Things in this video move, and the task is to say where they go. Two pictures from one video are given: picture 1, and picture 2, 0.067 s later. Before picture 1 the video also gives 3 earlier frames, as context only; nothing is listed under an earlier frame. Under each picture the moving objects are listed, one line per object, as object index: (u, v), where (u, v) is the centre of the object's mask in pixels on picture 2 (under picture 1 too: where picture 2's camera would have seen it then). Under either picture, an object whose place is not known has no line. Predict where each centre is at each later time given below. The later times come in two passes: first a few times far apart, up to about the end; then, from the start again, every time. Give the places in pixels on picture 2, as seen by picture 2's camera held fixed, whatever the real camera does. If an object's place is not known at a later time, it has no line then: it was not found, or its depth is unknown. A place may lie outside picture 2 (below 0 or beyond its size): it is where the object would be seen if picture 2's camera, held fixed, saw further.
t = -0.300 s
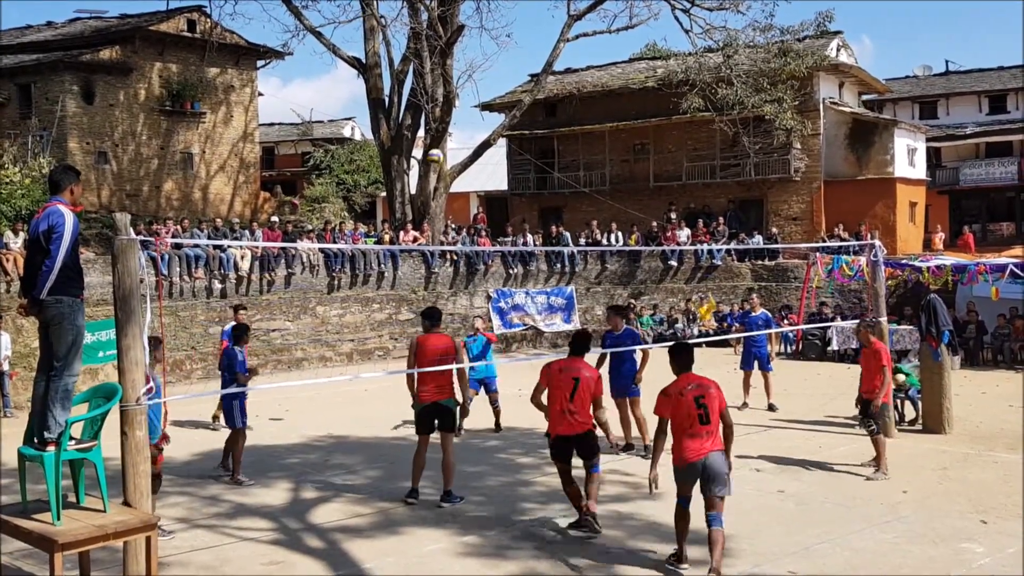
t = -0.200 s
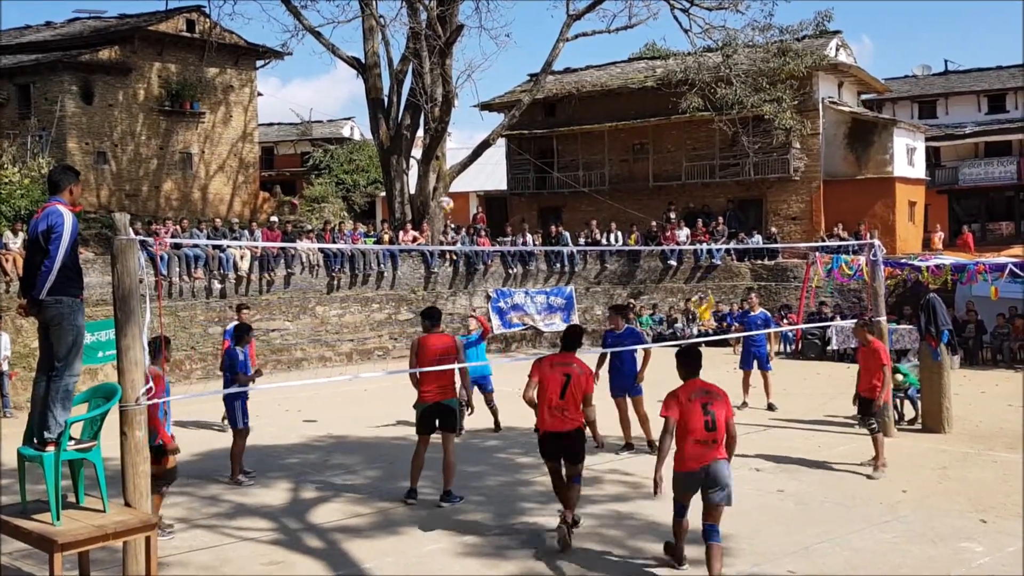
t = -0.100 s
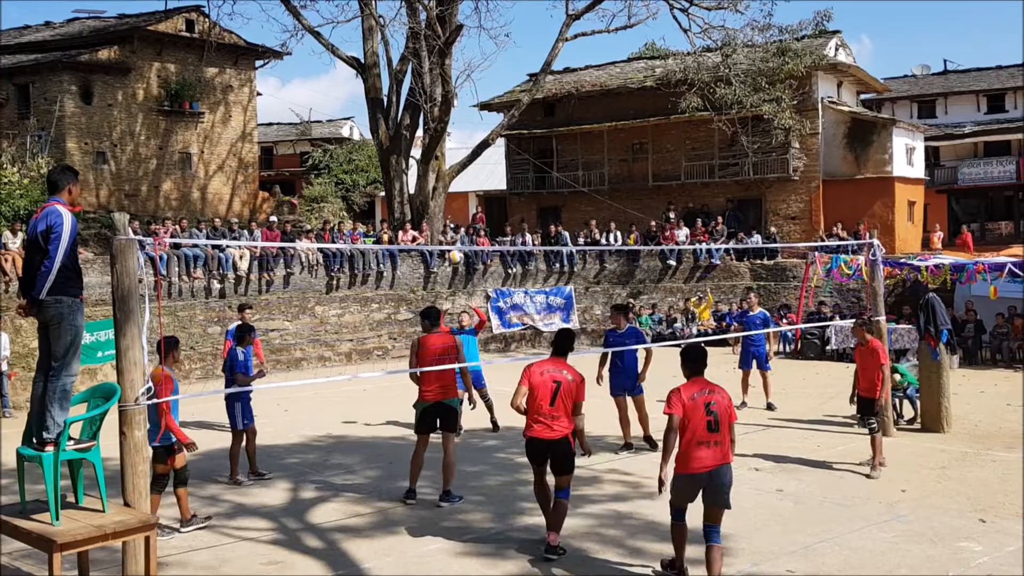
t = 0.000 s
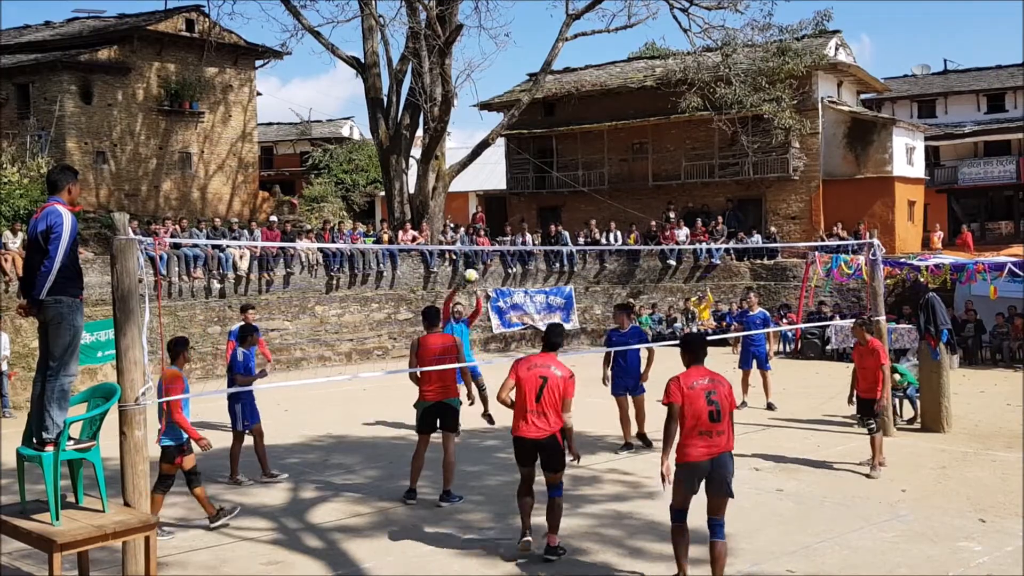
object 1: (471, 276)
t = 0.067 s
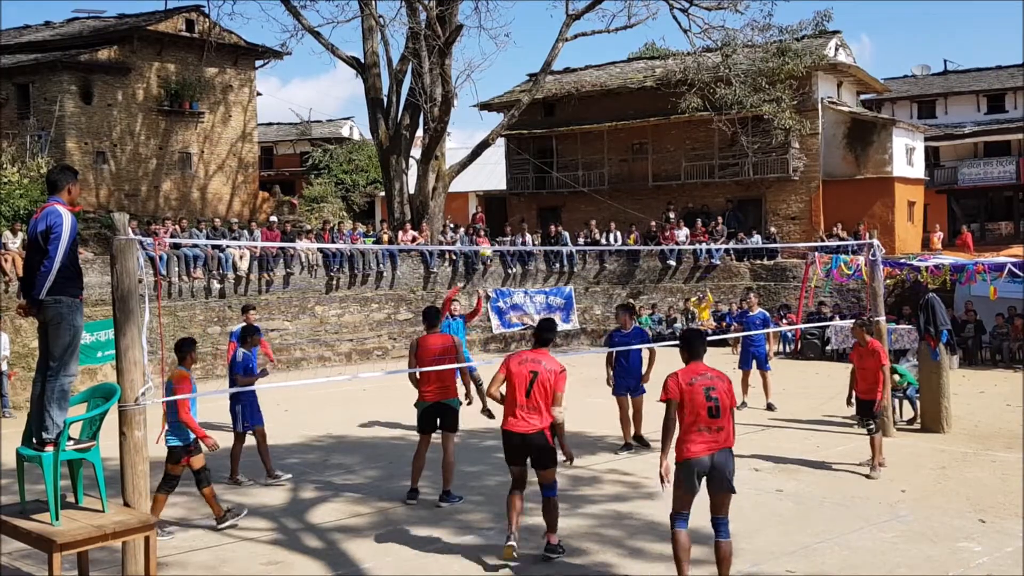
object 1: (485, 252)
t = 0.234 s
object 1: (522, 198)
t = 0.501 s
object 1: (594, 148)
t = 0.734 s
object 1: (673, 155)
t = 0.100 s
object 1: (492, 239)
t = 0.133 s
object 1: (499, 228)
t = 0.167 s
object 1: (507, 217)
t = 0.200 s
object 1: (514, 207)
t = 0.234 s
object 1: (522, 198)
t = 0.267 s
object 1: (530, 189)
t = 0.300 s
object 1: (538, 180)
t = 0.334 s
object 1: (547, 173)
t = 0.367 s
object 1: (556, 166)
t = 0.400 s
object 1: (565, 161)
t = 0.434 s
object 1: (574, 156)
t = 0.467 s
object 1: (584, 151)
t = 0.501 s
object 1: (594, 148)
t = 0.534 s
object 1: (604, 146)
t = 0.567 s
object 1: (615, 144)
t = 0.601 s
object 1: (626, 144)
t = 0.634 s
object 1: (637, 145)
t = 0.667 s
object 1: (648, 147)
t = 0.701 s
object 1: (660, 150)
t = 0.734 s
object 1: (673, 155)
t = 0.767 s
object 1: (686, 161)
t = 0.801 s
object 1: (698, 167)
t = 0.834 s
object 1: (711, 176)
